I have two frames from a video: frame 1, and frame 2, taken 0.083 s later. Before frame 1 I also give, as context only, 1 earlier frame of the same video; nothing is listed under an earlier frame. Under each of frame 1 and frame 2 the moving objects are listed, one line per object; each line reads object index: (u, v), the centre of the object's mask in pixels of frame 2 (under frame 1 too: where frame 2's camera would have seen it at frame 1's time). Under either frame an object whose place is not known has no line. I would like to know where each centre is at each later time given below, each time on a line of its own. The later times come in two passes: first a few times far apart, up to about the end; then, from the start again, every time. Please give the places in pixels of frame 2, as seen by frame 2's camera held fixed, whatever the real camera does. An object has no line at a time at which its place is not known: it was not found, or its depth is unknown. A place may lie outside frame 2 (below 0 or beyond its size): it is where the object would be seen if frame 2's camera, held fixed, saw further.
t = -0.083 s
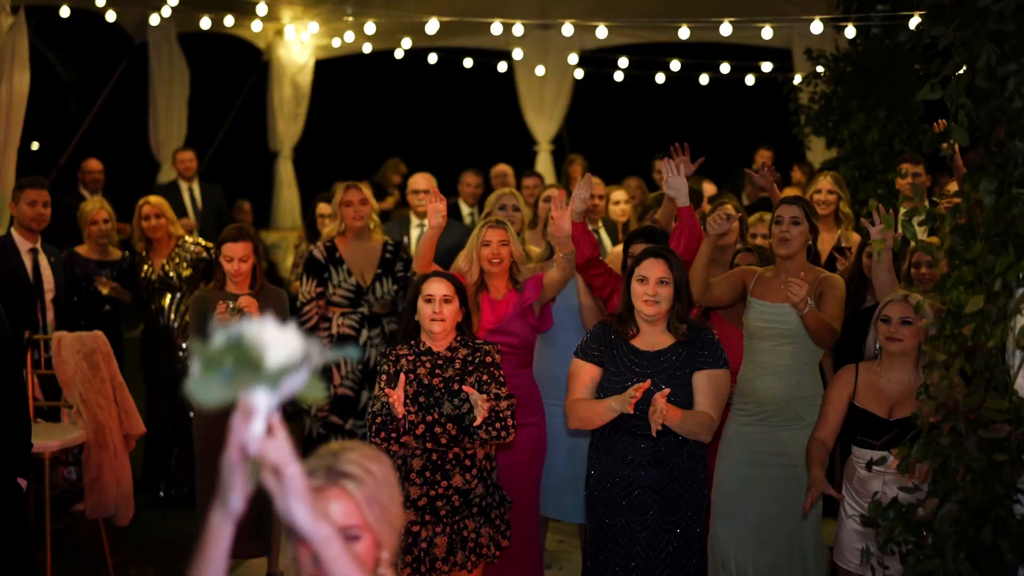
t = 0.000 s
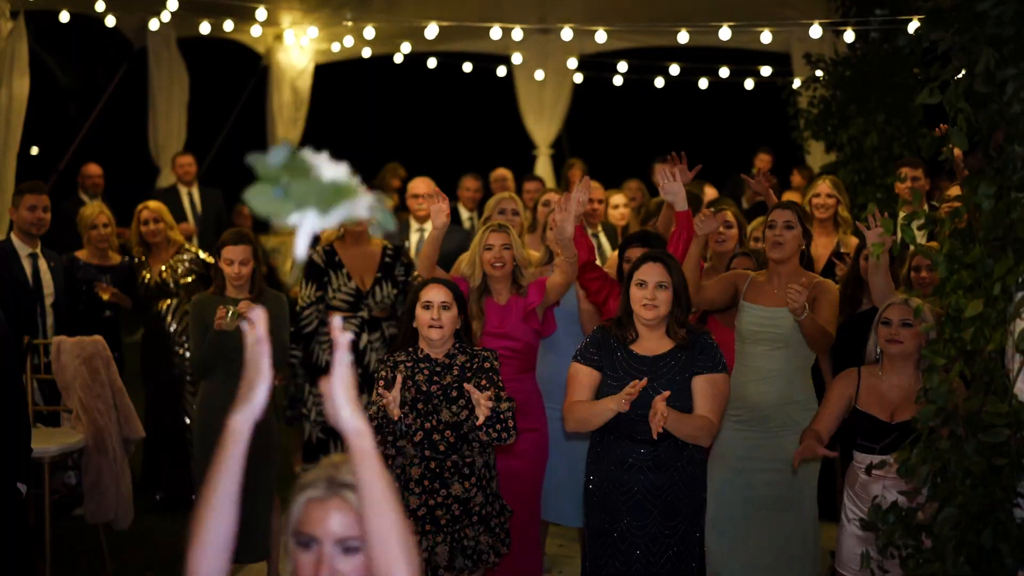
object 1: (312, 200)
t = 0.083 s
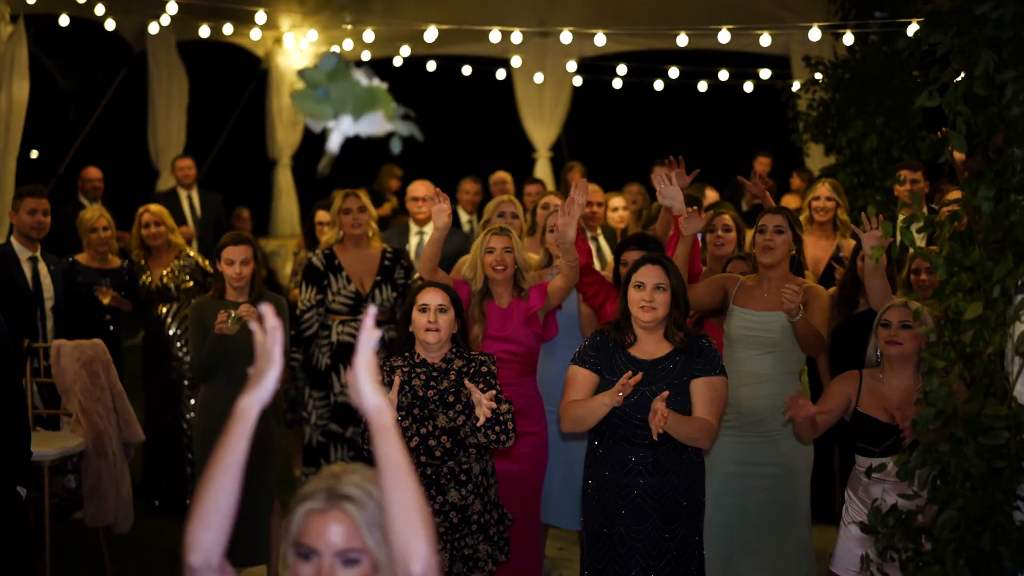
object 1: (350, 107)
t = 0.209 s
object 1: (391, 64)
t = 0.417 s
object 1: (435, 149)
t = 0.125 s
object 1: (367, 81)
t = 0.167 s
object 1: (380, 67)
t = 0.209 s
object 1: (391, 64)
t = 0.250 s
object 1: (400, 70)
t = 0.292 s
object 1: (411, 81)
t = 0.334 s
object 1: (419, 98)
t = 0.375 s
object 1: (428, 122)
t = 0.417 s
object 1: (435, 149)
